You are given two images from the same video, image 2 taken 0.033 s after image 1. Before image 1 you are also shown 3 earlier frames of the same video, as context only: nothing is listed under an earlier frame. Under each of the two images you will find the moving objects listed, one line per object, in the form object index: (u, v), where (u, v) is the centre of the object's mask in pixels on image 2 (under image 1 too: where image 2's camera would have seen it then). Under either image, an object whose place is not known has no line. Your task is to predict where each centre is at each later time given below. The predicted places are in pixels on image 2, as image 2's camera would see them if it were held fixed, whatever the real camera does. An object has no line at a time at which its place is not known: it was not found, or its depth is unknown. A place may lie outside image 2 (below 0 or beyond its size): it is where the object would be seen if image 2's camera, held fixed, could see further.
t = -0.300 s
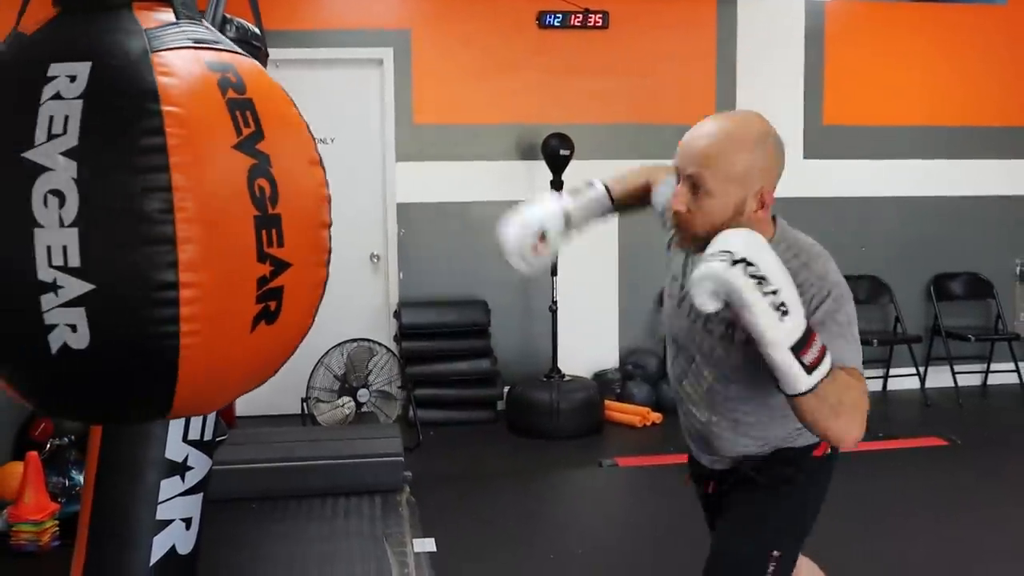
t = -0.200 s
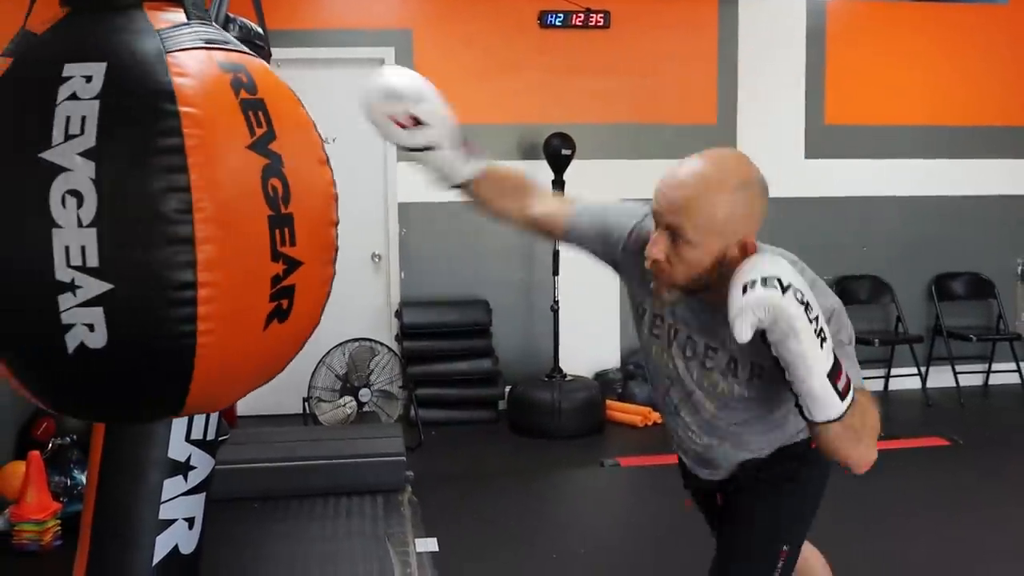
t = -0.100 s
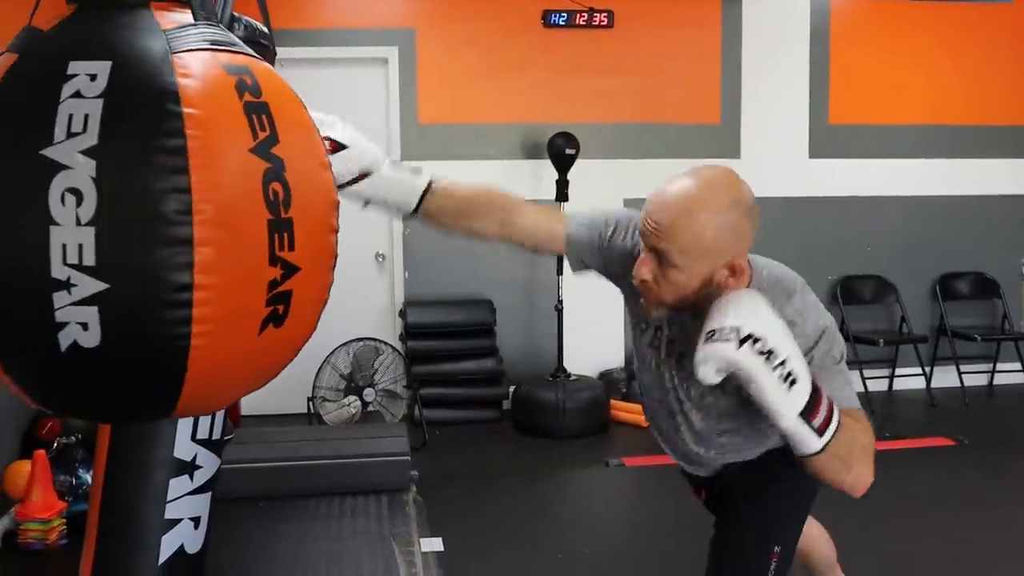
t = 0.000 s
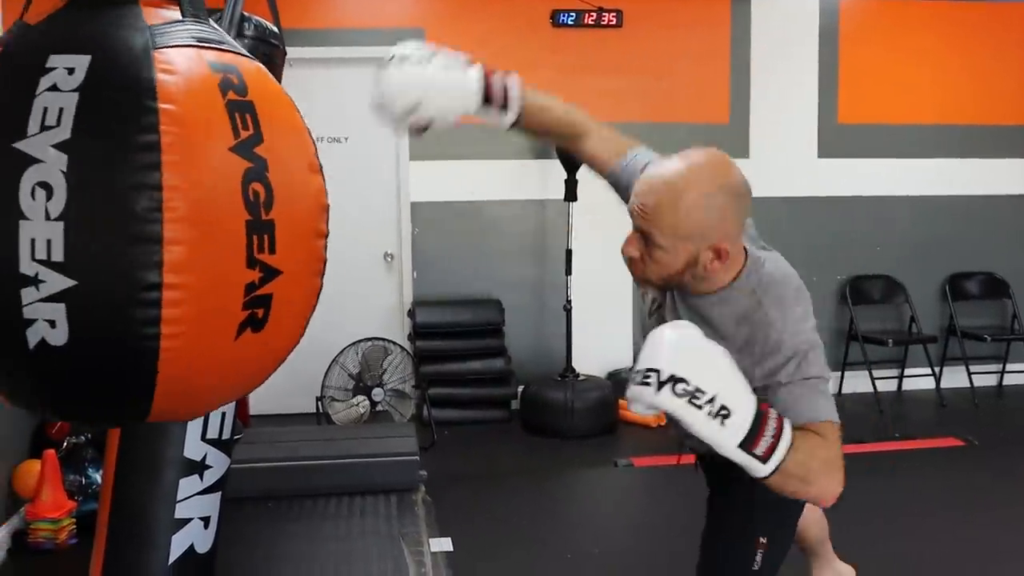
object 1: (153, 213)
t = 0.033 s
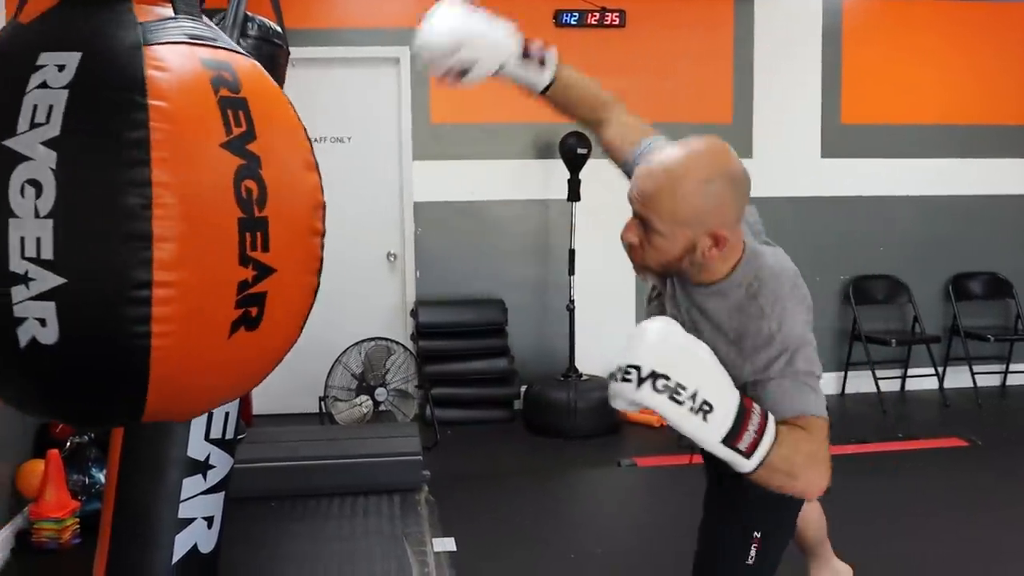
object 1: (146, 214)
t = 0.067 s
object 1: (140, 214)
